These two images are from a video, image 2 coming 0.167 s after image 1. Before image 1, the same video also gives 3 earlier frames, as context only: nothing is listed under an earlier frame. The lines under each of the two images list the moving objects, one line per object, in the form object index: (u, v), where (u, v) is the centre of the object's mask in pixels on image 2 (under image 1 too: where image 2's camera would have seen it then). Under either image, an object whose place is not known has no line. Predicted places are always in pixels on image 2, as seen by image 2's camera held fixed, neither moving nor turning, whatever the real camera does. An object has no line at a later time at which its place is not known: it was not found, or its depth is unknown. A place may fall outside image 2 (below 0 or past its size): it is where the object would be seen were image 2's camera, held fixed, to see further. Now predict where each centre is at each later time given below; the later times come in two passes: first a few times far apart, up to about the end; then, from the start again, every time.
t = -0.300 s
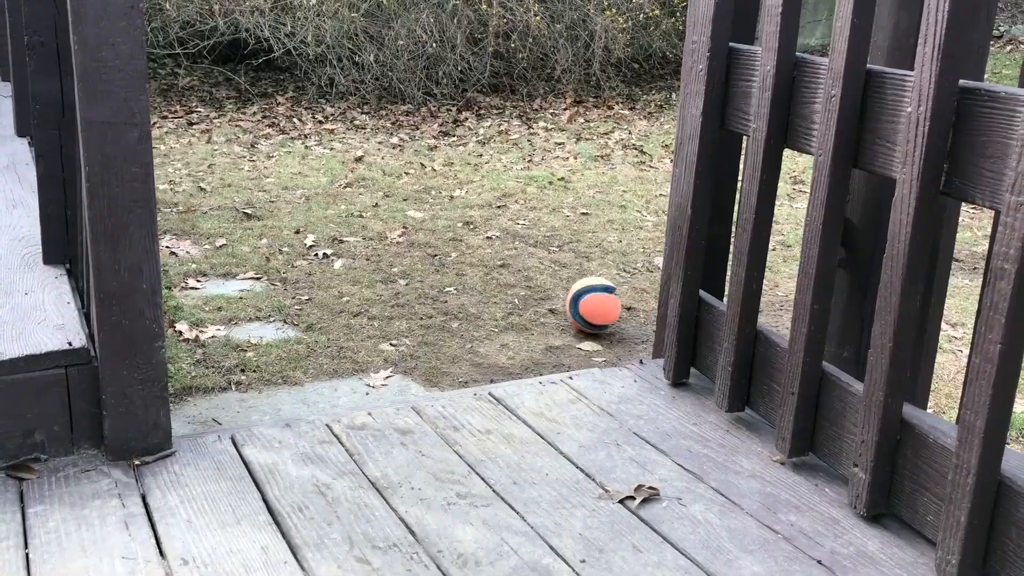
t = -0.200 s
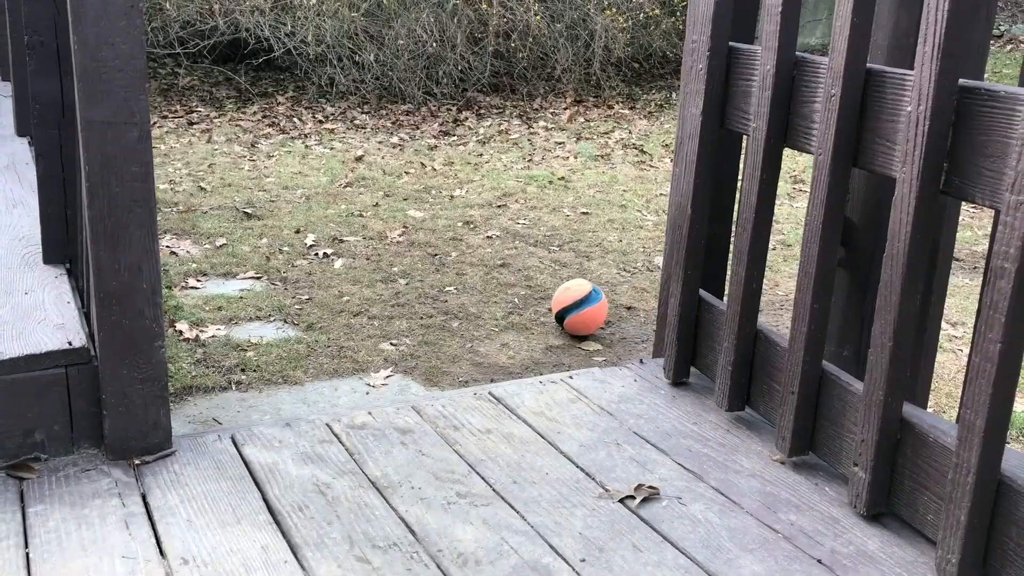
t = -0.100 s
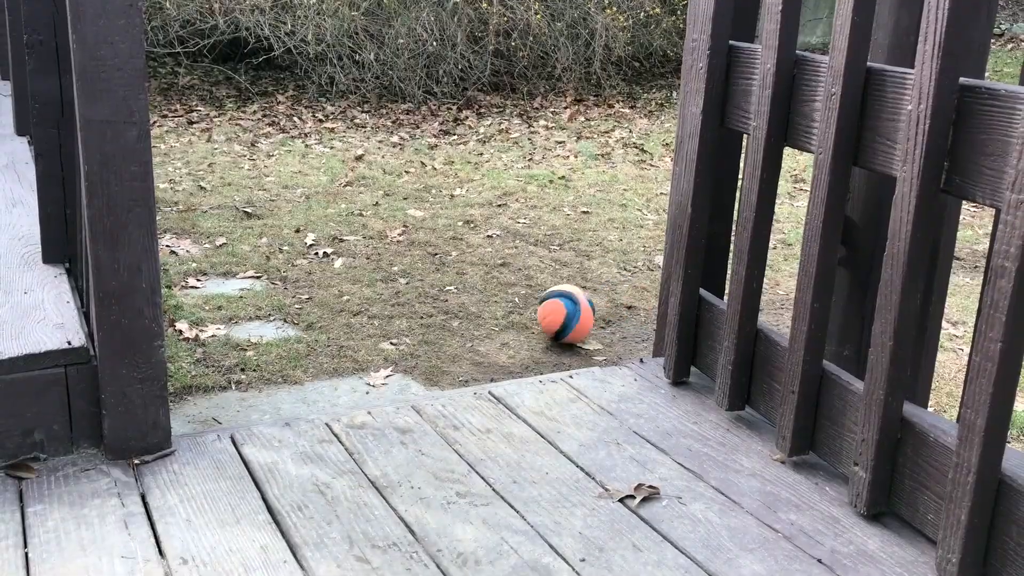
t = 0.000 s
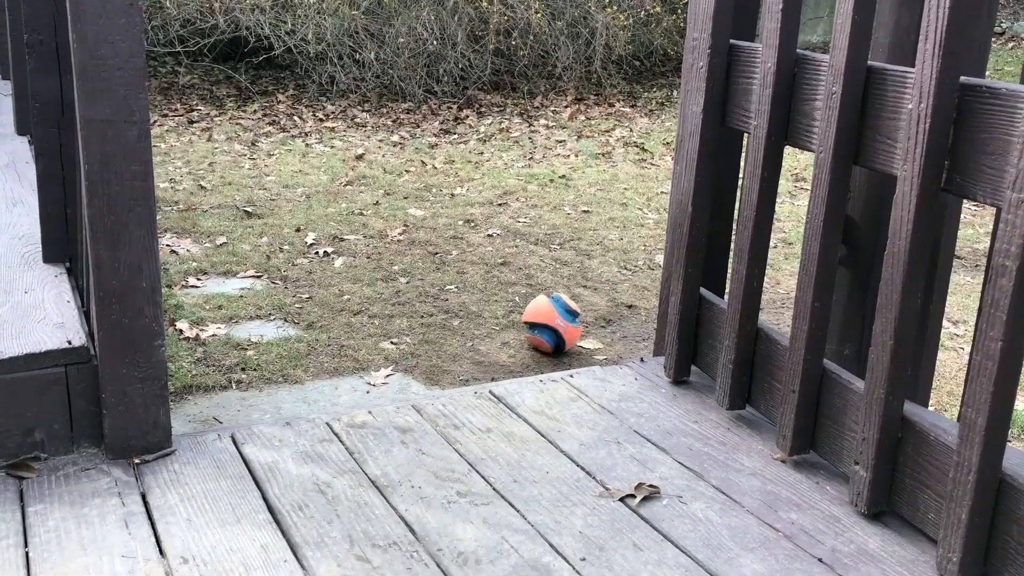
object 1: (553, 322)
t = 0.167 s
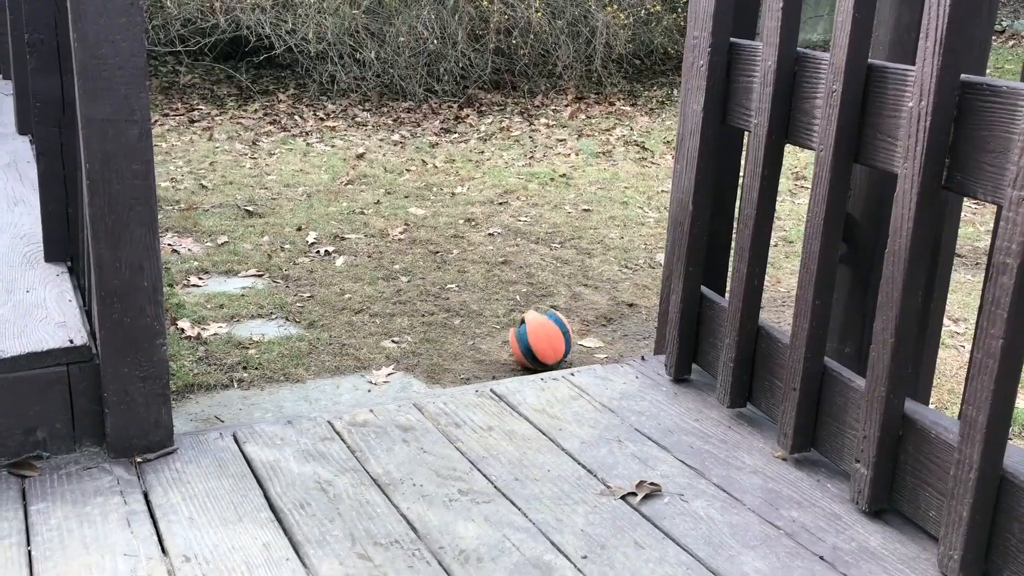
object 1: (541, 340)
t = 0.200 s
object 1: (540, 340)
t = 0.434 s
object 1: (520, 352)
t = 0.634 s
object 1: (509, 342)
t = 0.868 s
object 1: (501, 340)
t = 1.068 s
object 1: (510, 323)
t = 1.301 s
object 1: (530, 335)
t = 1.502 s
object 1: (531, 338)
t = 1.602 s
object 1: (523, 353)
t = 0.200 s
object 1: (540, 340)
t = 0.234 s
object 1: (538, 343)
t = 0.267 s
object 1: (535, 348)
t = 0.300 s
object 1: (532, 353)
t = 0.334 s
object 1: (529, 350)
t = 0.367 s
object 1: (527, 348)
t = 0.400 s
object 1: (524, 350)
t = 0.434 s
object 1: (520, 352)
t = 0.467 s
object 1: (516, 357)
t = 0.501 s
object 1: (512, 363)
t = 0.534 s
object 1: (506, 371)
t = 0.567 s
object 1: (507, 362)
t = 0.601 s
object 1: (508, 352)
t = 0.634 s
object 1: (509, 342)
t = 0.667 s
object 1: (508, 330)
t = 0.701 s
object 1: (507, 322)
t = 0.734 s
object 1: (506, 318)
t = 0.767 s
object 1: (506, 317)
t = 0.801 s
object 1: (505, 321)
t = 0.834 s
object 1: (503, 328)
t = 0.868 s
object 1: (501, 340)
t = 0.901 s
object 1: (498, 350)
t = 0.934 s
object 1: (495, 361)
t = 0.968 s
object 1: (498, 354)
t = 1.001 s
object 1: (501, 344)
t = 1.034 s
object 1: (506, 333)
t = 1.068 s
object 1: (510, 323)
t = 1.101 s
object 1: (513, 318)
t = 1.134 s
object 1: (517, 317)
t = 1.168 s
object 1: (520, 320)
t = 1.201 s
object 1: (523, 329)
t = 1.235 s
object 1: (526, 340)
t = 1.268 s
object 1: (528, 341)
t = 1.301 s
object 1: (530, 335)
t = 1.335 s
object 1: (534, 331)
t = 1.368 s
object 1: (537, 331)
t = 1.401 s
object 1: (538, 333)
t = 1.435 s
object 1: (535, 331)
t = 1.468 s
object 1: (533, 333)
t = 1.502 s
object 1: (531, 338)
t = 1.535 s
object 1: (528, 343)
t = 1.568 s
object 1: (526, 350)
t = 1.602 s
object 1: (523, 353)
